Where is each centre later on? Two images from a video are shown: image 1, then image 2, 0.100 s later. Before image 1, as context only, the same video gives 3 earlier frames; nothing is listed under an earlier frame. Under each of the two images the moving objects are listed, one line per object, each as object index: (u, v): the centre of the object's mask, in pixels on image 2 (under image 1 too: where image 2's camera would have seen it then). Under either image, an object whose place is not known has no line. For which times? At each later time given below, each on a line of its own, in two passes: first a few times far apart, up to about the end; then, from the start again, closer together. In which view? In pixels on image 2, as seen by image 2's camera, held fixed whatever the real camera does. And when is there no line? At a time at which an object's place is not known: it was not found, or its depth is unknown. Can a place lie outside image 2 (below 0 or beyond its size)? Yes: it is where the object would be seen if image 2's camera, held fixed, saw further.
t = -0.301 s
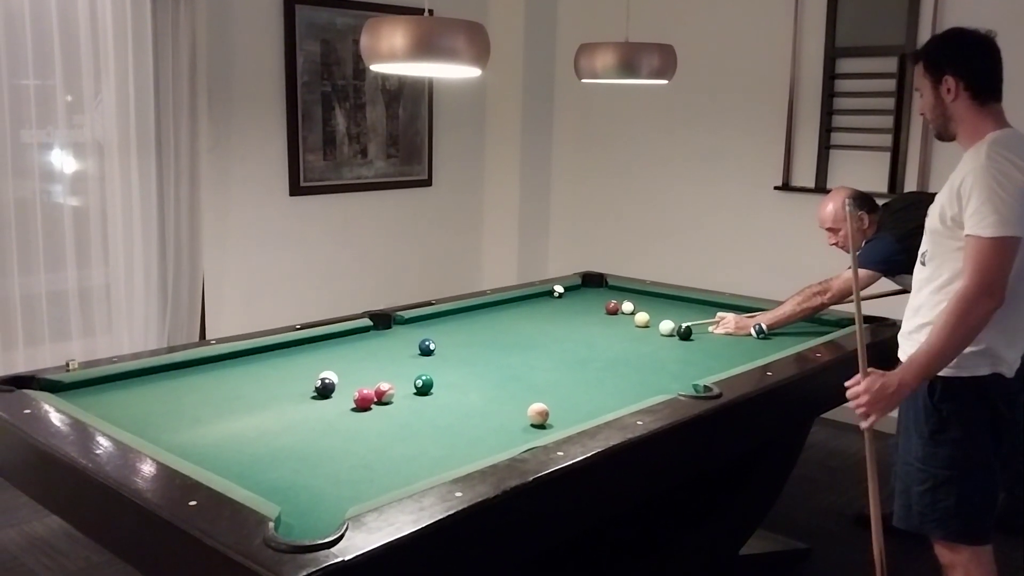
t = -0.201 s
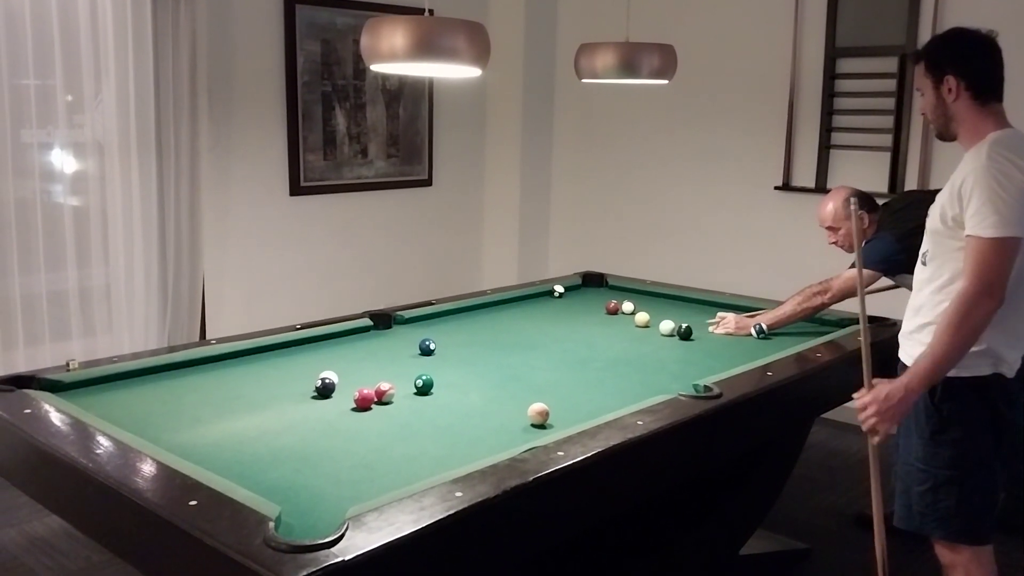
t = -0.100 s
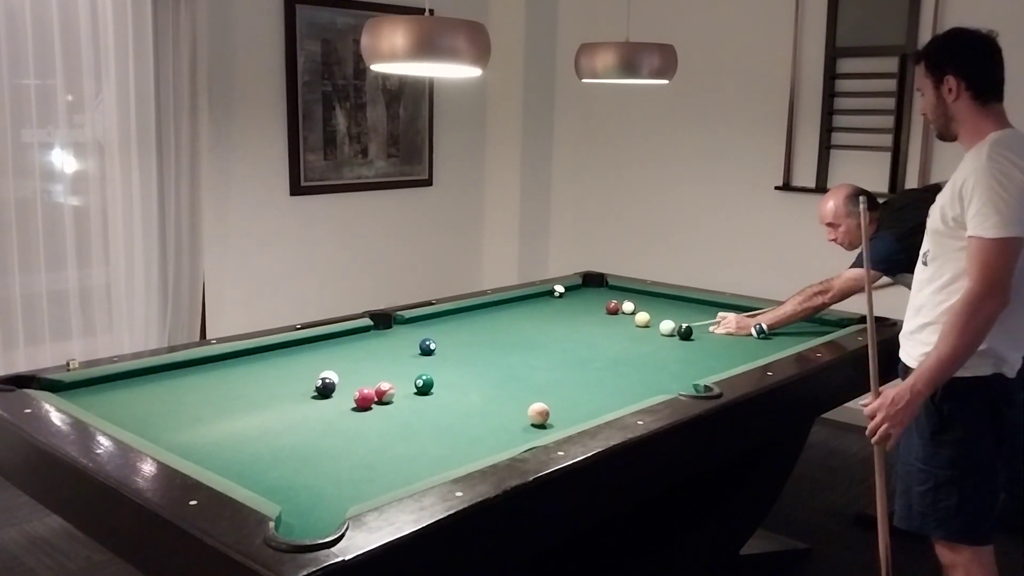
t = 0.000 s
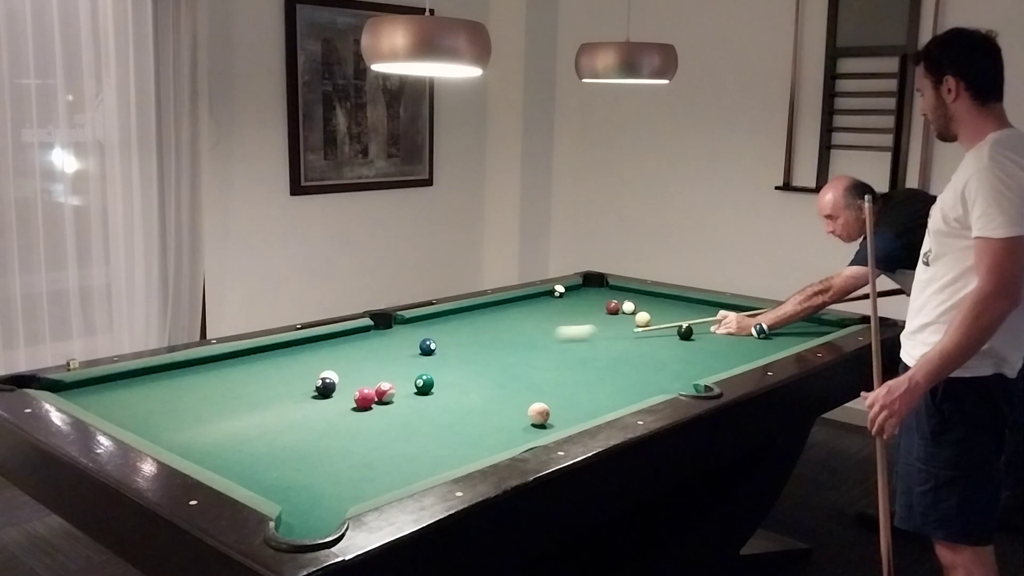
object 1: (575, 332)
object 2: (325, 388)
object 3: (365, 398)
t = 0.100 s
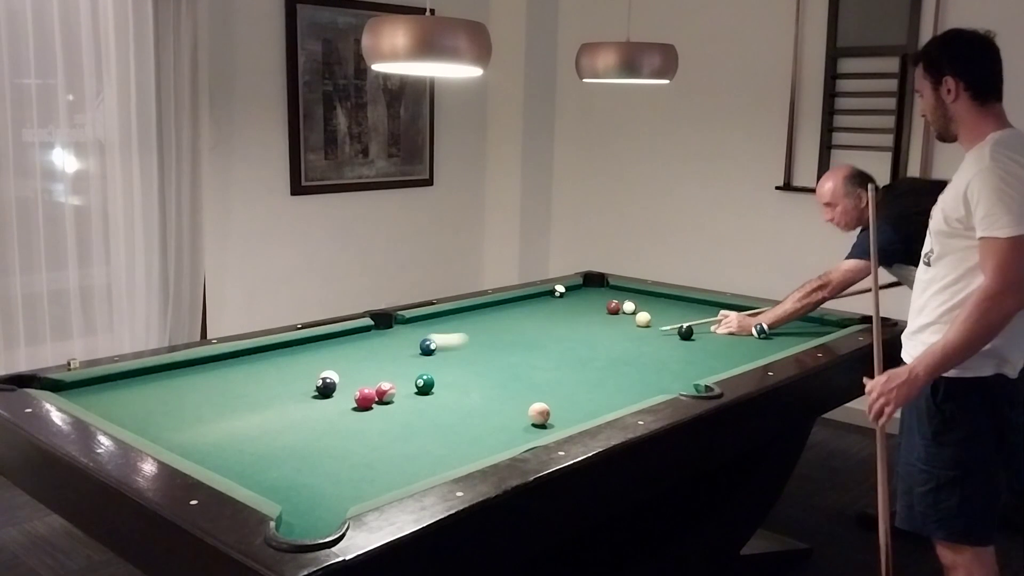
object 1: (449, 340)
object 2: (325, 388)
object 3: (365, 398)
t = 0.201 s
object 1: (367, 333)
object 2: (325, 388)
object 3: (365, 398)
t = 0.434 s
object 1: (409, 344)
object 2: (315, 416)
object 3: (365, 398)
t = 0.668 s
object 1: (473, 359)
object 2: (300, 454)
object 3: (367, 399)
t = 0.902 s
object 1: (543, 375)
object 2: (283, 499)
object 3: (375, 405)
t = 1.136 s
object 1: (619, 393)
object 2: (346, 502)
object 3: (381, 410)
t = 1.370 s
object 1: (611, 388)
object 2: (364, 483)
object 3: (387, 414)
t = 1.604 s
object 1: (579, 377)
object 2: (378, 464)
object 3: (391, 417)
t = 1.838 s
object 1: (551, 367)
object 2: (389, 448)
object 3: (395, 420)
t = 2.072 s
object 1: (526, 358)
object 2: (399, 435)
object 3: (397, 418)
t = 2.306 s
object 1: (503, 350)
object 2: (409, 428)
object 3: (396, 416)
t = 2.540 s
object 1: (482, 343)
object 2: (419, 425)
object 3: (396, 412)
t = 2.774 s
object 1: (463, 337)
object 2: (427, 422)
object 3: (395, 406)
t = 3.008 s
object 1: (445, 332)
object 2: (432, 420)
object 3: (394, 401)
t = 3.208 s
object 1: (432, 327)
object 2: (435, 418)
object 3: (394, 399)
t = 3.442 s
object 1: (417, 323)
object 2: (437, 417)
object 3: (394, 396)
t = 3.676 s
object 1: (408, 321)
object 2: (437, 416)
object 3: (397, 397)
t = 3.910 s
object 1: (407, 323)
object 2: (437, 416)
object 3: (397, 397)
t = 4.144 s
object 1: (405, 325)
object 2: (437, 415)
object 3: (397, 397)
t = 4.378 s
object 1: (404, 327)
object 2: (437, 415)
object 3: (397, 397)
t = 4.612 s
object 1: (402, 328)
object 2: (437, 415)
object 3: (397, 397)
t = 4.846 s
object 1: (400, 329)
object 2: (437, 415)
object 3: (397, 397)
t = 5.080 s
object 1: (400, 329)
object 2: (437, 415)
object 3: (397, 397)
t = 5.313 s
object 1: (400, 329)
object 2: (437, 415)
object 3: (397, 397)
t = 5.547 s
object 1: (400, 329)
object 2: (437, 416)
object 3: (397, 397)
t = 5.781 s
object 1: (400, 329)
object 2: (437, 416)
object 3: (397, 397)
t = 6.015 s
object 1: (400, 329)
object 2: (437, 415)
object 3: (397, 397)
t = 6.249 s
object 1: (400, 329)
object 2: (437, 415)
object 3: (396, 397)
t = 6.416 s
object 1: (400, 329)
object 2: (437, 416)
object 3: (396, 397)
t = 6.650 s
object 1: (399, 329)
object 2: (437, 416)
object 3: (396, 397)
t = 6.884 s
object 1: (400, 329)
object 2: (437, 416)
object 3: (396, 397)
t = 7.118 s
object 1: (399, 329)
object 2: (437, 416)
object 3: (396, 397)
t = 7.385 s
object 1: (399, 329)
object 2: (437, 416)
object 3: (396, 397)
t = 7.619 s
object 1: (400, 329)
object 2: (438, 415)
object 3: (396, 396)
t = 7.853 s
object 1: (401, 329)
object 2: (438, 415)
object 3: (396, 396)
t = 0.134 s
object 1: (416, 337)
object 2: (325, 388)
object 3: (365, 398)
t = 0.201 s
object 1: (367, 333)
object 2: (325, 388)
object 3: (365, 398)
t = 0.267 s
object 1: (363, 332)
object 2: (325, 389)
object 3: (365, 398)
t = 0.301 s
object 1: (372, 335)
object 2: (322, 395)
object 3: (365, 398)
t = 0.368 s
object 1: (391, 340)
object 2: (318, 406)
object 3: (365, 398)
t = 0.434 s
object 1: (409, 344)
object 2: (315, 416)
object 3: (365, 398)
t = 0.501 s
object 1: (427, 348)
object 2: (311, 426)
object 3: (365, 398)
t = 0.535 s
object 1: (436, 350)
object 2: (309, 430)
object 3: (365, 398)
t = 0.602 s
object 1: (454, 354)
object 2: (304, 442)
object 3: (365, 398)
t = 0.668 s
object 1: (473, 359)
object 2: (300, 454)
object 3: (367, 399)
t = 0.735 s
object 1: (492, 363)
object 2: (295, 467)
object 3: (370, 401)
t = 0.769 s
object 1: (502, 365)
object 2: (292, 472)
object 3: (371, 402)
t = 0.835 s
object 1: (522, 370)
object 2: (287, 487)
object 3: (373, 404)
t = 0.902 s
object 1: (543, 375)
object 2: (283, 499)
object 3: (375, 405)
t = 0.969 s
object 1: (563, 380)
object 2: (299, 503)
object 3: (377, 406)
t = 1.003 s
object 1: (575, 382)
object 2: (309, 503)
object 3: (378, 407)
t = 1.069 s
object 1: (596, 387)
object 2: (329, 504)
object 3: (380, 409)
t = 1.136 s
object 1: (619, 393)
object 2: (346, 502)
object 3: (381, 410)
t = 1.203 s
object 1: (640, 394)
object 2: (352, 496)
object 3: (383, 411)
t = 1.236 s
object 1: (634, 394)
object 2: (354, 494)
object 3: (384, 412)
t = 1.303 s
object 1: (621, 391)
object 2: (359, 489)
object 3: (385, 413)
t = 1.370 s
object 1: (611, 388)
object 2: (364, 483)
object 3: (387, 414)
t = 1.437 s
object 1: (601, 384)
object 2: (368, 477)
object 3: (388, 415)
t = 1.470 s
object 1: (597, 383)
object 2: (370, 474)
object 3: (389, 415)
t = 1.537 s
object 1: (588, 380)
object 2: (374, 469)
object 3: (390, 417)
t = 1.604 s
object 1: (579, 377)
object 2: (378, 464)
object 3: (391, 417)
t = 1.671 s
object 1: (571, 374)
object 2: (381, 460)
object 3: (392, 418)
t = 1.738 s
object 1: (563, 371)
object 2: (385, 455)
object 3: (393, 419)
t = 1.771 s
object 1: (559, 369)
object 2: (386, 453)
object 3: (394, 419)
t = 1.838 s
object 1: (551, 367)
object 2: (389, 448)
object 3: (395, 420)
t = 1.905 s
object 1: (543, 364)
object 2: (392, 444)
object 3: (395, 420)
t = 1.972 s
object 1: (536, 362)
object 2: (395, 440)
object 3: (396, 419)
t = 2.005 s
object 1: (533, 360)
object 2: (396, 438)
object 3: (396, 419)
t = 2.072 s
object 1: (526, 358)
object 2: (399, 435)
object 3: (397, 418)
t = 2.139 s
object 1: (519, 355)
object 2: (402, 431)
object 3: (396, 417)
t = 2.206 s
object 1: (512, 353)
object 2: (404, 429)
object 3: (396, 417)
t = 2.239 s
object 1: (509, 352)
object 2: (407, 428)
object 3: (395, 417)
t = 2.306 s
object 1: (503, 350)
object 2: (409, 428)
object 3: (396, 416)
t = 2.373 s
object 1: (497, 348)
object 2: (413, 426)
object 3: (396, 415)
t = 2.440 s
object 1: (491, 346)
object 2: (416, 426)
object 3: (397, 414)
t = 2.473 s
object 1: (488, 345)
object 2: (417, 426)
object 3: (397, 413)
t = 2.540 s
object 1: (482, 343)
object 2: (419, 425)
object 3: (396, 412)
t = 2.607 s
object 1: (476, 341)
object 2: (422, 424)
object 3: (396, 410)
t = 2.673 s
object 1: (471, 340)
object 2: (424, 423)
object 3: (396, 408)
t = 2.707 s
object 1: (468, 339)
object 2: (425, 423)
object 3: (396, 408)
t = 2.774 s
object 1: (463, 337)
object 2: (427, 422)
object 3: (395, 406)
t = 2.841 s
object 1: (458, 335)
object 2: (429, 421)
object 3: (395, 405)
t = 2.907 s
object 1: (453, 334)
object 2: (430, 421)
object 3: (395, 403)
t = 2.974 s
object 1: (448, 332)
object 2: (432, 419)
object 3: (394, 402)
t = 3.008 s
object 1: (445, 332)
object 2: (432, 420)
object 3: (394, 401)
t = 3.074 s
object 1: (440, 330)
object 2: (433, 419)
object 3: (394, 401)
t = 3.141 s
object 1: (436, 329)
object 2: (435, 418)
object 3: (394, 400)
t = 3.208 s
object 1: (432, 327)
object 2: (435, 418)
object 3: (394, 399)
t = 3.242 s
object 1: (429, 327)
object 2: (436, 418)
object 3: (394, 398)
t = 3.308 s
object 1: (425, 325)
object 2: (436, 417)
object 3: (394, 397)
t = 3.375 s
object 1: (421, 324)
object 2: (436, 417)
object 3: (394, 397)
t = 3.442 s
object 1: (417, 323)
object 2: (437, 417)
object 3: (394, 396)
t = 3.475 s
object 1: (415, 322)
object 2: (437, 417)
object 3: (394, 396)
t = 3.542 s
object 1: (411, 321)
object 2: (437, 416)
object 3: (396, 397)
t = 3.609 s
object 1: (409, 320)
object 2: (437, 416)
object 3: (397, 397)
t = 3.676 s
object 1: (408, 321)
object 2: (437, 416)
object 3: (397, 397)
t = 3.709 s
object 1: (408, 321)
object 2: (437, 416)
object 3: (397, 397)
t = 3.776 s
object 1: (407, 322)
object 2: (437, 416)
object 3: (397, 397)
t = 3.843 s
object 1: (407, 323)
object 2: (437, 416)
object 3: (397, 397)
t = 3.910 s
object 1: (407, 323)
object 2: (437, 416)
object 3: (397, 397)
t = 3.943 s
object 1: (407, 324)
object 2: (437, 416)
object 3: (397, 397)
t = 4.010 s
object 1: (406, 324)
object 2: (437, 416)
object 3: (397, 397)
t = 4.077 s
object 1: (406, 325)
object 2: (437, 416)
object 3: (397, 397)
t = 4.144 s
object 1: (405, 325)
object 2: (437, 415)
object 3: (397, 397)
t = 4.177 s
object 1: (405, 326)
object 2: (437, 415)
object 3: (397, 397)
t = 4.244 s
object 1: (404, 326)
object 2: (437, 415)
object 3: (397, 397)
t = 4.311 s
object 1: (404, 327)
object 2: (437, 415)
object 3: (397, 397)
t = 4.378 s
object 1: (404, 327)
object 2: (437, 415)
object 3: (397, 397)
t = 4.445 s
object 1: (403, 327)
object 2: (437, 415)
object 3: (397, 397)
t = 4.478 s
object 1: (403, 327)
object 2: (437, 415)
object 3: (397, 397)
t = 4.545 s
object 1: (403, 328)
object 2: (437, 415)
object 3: (397, 397)
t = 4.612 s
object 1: (402, 328)
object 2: (437, 415)
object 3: (397, 397)
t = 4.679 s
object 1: (401, 329)
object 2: (437, 415)
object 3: (397, 397)
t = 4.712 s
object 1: (401, 329)
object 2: (437, 415)
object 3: (397, 397)
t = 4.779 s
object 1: (401, 329)
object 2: (437, 415)
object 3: (397, 397)
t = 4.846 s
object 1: (400, 329)
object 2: (437, 415)
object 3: (397, 397)
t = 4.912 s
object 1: (400, 329)
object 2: (437, 415)
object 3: (397, 397)
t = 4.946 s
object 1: (400, 329)
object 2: (437, 415)
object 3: (397, 397)
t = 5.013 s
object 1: (400, 329)
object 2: (437, 415)
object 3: (397, 397)
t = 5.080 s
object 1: (400, 329)
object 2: (437, 415)
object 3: (397, 397)
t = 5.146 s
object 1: (400, 329)
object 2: (437, 415)
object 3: (397, 397)
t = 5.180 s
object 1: (400, 329)
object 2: (437, 415)
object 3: (397, 397)
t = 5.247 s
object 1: (400, 329)
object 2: (437, 415)
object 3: (397, 397)
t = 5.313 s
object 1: (400, 329)
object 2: (437, 415)
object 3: (397, 397)
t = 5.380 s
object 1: (400, 329)
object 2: (437, 416)
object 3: (397, 397)
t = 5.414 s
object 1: (400, 329)
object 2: (437, 416)
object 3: (397, 397)
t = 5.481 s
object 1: (400, 329)
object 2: (437, 416)
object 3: (397, 397)
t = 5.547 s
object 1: (400, 329)
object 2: (437, 416)
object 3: (397, 397)
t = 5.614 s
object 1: (400, 329)
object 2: (437, 416)
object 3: (397, 397)
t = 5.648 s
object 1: (400, 329)
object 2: (437, 416)
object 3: (397, 397)
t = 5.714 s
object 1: (400, 329)
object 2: (437, 416)
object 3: (397, 397)
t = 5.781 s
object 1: (400, 329)
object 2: (437, 416)
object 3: (397, 397)
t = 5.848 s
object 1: (400, 329)
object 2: (437, 416)
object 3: (397, 397)
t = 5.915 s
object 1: (400, 329)
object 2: (437, 416)
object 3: (397, 397)
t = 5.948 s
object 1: (400, 329)
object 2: (437, 416)
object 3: (397, 397)
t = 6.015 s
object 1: (400, 329)
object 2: (437, 415)
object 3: (397, 397)
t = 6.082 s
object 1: (400, 329)
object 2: (437, 415)
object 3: (397, 397)
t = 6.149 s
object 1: (400, 329)
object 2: (437, 415)
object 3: (396, 397)
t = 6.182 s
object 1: (400, 329)
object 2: (437, 415)
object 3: (396, 397)
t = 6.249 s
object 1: (400, 329)
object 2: (437, 415)
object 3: (396, 397)
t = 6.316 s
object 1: (400, 329)
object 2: (437, 416)
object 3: (396, 397)
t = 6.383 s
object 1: (400, 329)
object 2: (437, 416)
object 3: (396, 397)
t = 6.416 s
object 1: (400, 329)
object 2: (437, 416)
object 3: (396, 397)
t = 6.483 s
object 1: (400, 329)
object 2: (437, 416)
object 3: (396, 397)
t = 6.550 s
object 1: (399, 329)
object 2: (437, 416)
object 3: (396, 397)
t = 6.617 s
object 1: (400, 329)
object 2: (437, 416)
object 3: (396, 397)
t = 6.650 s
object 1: (399, 329)
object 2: (437, 416)
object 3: (396, 397)
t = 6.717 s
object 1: (399, 329)
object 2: (437, 416)
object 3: (396, 397)
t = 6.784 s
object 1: (400, 329)
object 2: (437, 416)
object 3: (396, 397)
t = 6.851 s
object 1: (399, 329)
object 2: (437, 416)
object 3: (396, 397)
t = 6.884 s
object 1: (400, 329)
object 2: (437, 416)
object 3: (396, 397)
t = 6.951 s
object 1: (400, 329)
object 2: (437, 416)
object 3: (396, 397)
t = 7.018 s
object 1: (399, 329)
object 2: (437, 416)
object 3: (396, 397)
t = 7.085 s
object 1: (399, 329)
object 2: (437, 416)
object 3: (396, 397)
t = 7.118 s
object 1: (399, 329)
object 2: (437, 416)
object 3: (396, 397)
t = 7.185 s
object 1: (399, 329)
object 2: (437, 416)
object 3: (396, 397)
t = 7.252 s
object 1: (400, 329)
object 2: (437, 416)
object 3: (396, 397)
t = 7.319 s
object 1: (399, 329)
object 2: (437, 416)
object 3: (396, 397)
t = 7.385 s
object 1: (399, 329)
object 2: (437, 416)
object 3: (396, 397)
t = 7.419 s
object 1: (400, 329)
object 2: (437, 416)
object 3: (396, 397)
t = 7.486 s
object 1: (400, 329)
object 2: (438, 415)
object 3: (396, 396)
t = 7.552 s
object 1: (400, 329)
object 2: (438, 415)
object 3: (396, 396)
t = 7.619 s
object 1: (400, 329)
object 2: (438, 415)
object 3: (396, 396)
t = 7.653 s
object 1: (400, 329)
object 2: (438, 415)
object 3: (396, 396)
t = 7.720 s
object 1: (400, 329)
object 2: (437, 415)
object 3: (397, 397)
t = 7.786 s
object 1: (401, 329)
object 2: (438, 415)
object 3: (396, 396)
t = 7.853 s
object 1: (401, 329)
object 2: (438, 415)
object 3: (396, 396)
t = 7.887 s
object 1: (402, 328)
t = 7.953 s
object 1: (402, 328)
